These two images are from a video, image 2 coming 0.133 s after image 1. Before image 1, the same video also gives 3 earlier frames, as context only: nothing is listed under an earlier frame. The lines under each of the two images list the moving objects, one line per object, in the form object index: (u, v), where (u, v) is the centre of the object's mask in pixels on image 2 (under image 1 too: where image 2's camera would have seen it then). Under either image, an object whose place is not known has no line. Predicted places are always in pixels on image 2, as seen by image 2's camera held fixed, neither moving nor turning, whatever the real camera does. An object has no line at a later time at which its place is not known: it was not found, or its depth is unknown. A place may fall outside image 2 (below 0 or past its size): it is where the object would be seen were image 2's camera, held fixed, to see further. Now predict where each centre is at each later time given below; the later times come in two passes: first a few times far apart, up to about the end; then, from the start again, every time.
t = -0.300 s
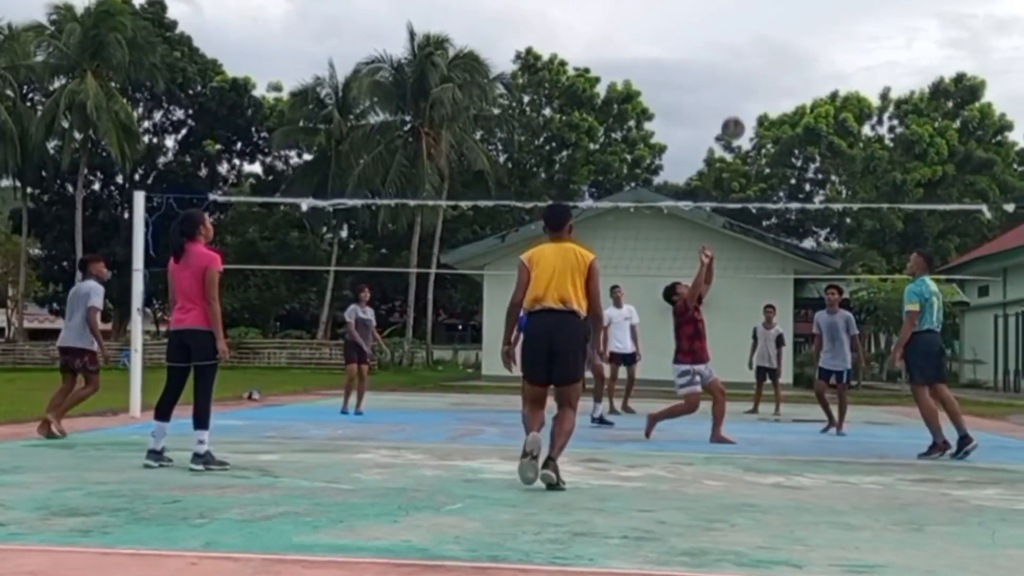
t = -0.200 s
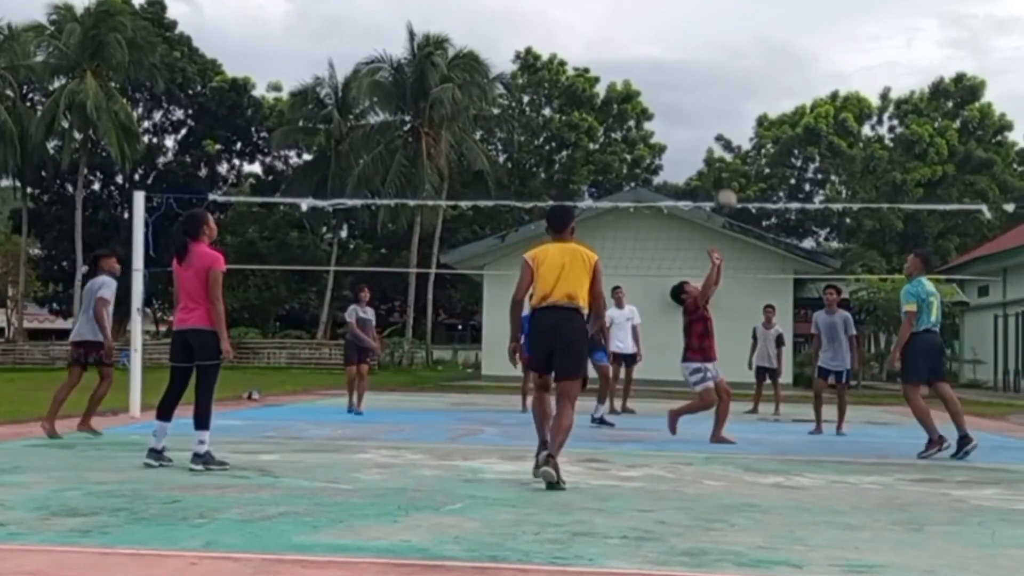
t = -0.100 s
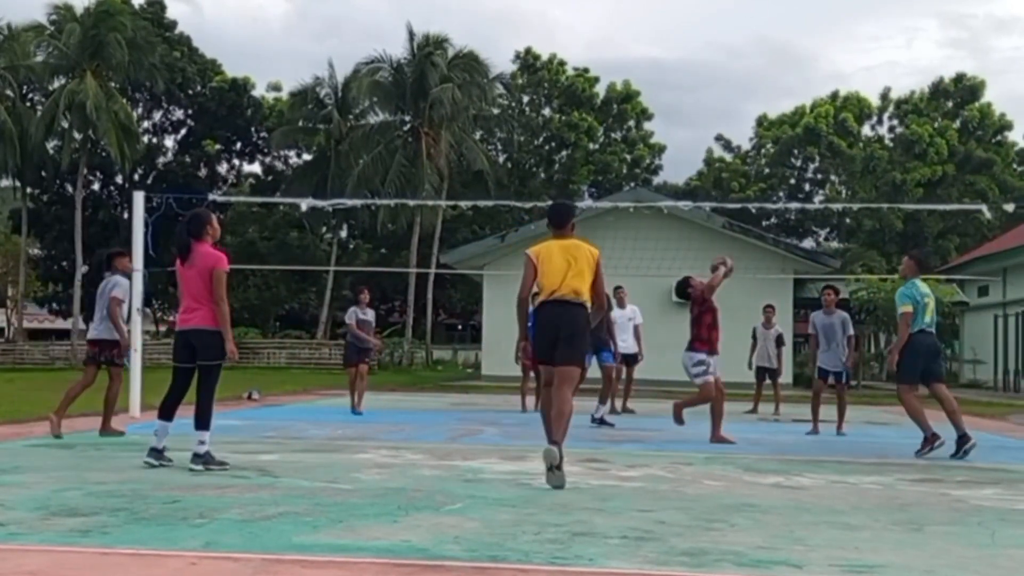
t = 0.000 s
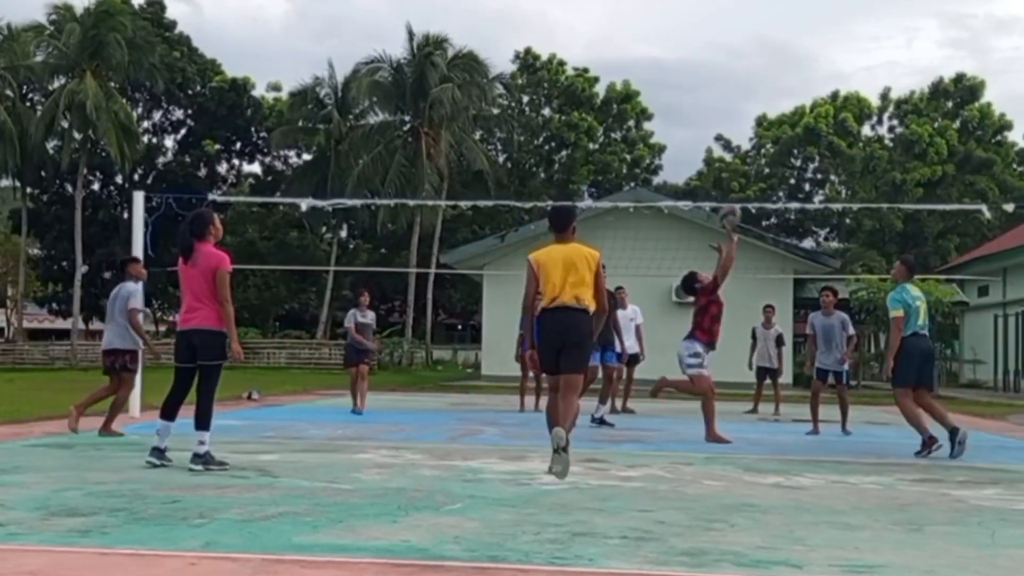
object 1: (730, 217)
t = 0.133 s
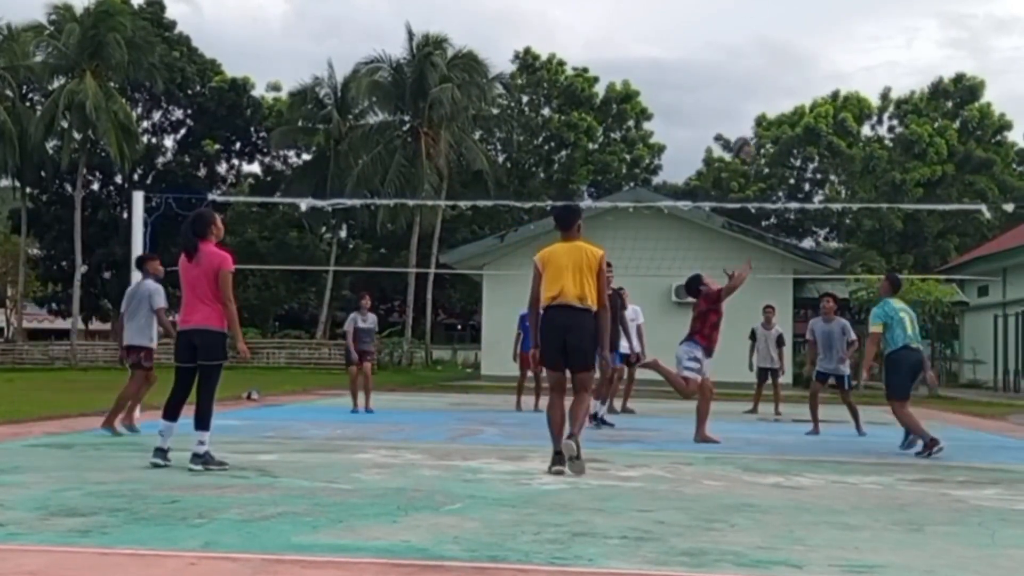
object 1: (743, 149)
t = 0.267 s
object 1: (756, 100)
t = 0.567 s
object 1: (786, 61)
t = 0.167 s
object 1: (746, 134)
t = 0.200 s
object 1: (749, 121)
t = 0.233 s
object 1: (754, 111)
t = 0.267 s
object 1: (756, 100)
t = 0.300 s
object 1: (760, 91)
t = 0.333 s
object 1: (763, 83)
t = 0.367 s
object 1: (766, 76)
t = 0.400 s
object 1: (769, 70)
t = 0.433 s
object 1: (773, 66)
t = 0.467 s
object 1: (776, 63)
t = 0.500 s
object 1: (779, 61)
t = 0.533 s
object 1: (783, 60)
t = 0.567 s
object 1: (786, 61)
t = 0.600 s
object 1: (789, 62)
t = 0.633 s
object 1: (792, 65)
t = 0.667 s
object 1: (796, 68)
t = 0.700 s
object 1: (799, 73)
